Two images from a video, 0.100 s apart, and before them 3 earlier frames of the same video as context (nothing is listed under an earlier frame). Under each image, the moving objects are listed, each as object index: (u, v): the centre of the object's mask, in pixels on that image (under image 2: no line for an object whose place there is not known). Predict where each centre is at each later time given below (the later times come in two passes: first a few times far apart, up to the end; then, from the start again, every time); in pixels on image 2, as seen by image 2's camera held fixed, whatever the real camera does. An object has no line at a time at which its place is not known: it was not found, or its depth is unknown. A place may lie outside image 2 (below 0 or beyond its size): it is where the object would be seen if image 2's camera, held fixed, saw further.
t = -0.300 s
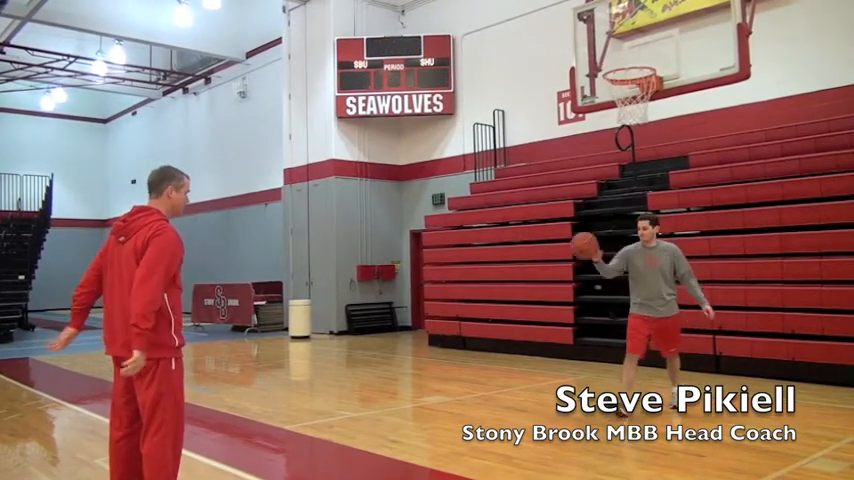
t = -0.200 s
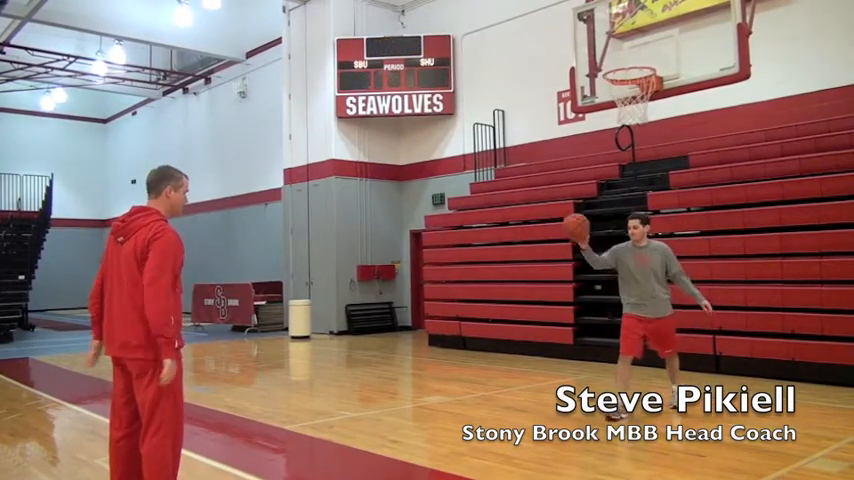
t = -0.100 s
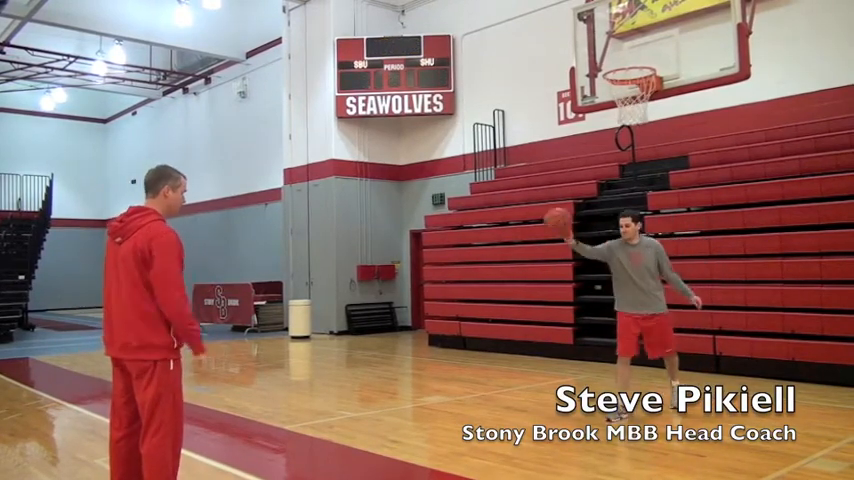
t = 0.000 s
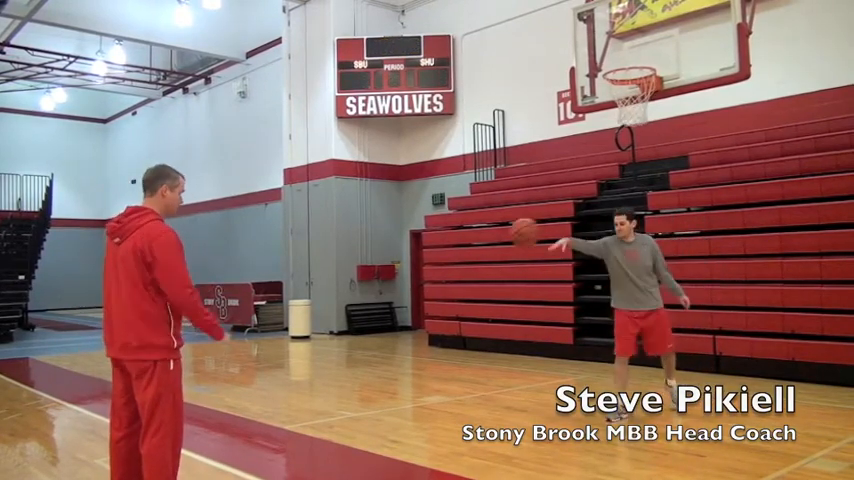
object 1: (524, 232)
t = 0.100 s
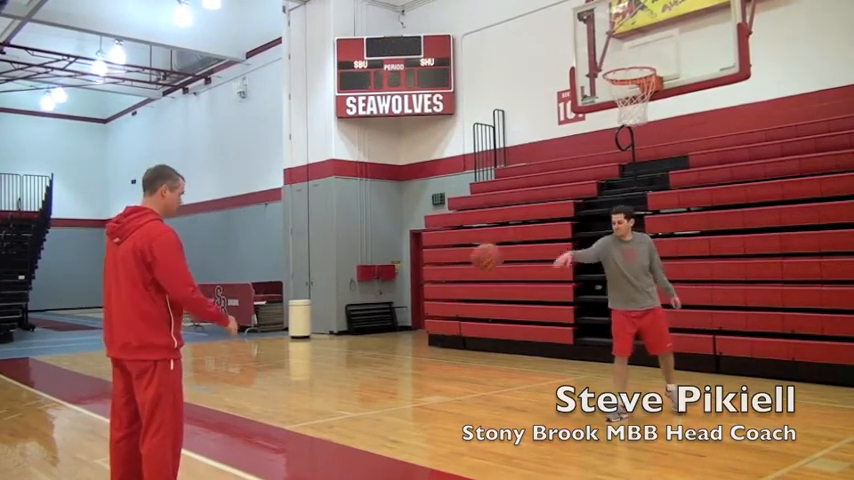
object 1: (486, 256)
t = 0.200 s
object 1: (445, 294)
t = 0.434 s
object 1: (336, 455)
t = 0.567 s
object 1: (299, 380)
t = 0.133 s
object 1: (473, 269)
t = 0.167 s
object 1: (460, 284)
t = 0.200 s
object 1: (445, 294)
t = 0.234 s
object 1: (431, 318)
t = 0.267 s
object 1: (416, 340)
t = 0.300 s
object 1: (400, 363)
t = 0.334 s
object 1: (384, 388)
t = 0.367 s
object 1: (366, 416)
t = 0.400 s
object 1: (349, 447)
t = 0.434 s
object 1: (336, 455)
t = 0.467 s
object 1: (327, 435)
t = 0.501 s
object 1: (317, 415)
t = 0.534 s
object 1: (308, 396)
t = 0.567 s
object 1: (299, 380)
